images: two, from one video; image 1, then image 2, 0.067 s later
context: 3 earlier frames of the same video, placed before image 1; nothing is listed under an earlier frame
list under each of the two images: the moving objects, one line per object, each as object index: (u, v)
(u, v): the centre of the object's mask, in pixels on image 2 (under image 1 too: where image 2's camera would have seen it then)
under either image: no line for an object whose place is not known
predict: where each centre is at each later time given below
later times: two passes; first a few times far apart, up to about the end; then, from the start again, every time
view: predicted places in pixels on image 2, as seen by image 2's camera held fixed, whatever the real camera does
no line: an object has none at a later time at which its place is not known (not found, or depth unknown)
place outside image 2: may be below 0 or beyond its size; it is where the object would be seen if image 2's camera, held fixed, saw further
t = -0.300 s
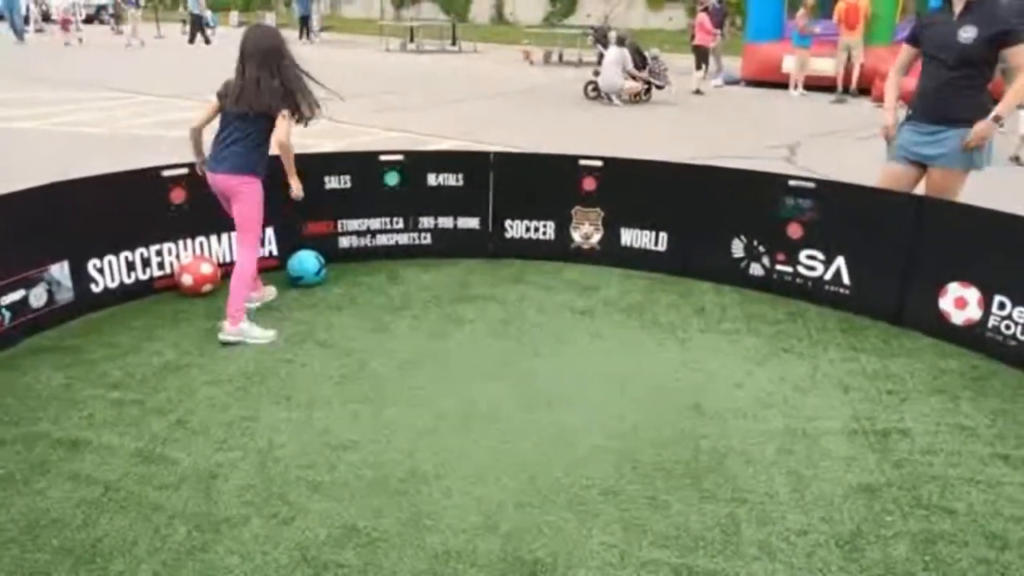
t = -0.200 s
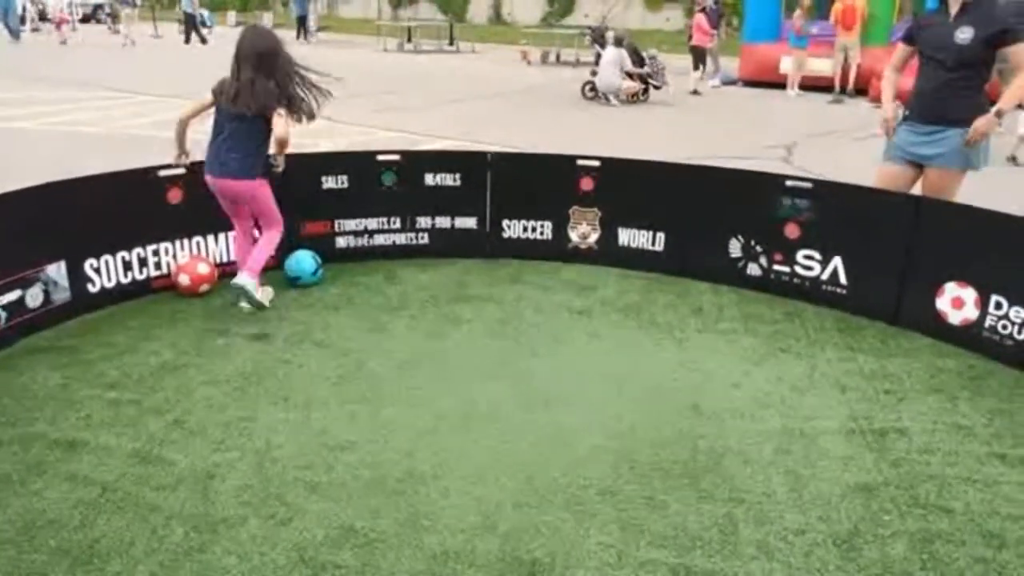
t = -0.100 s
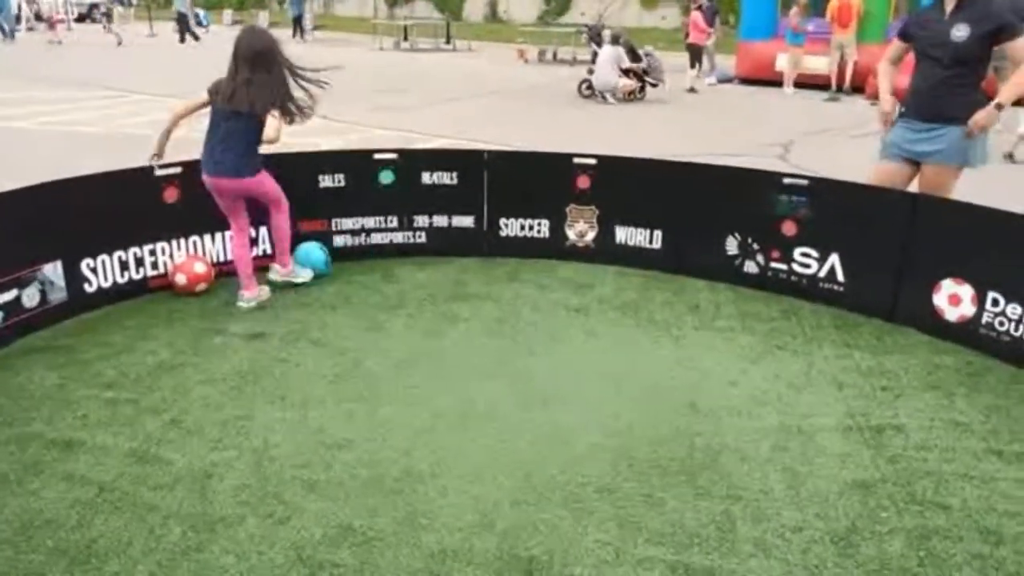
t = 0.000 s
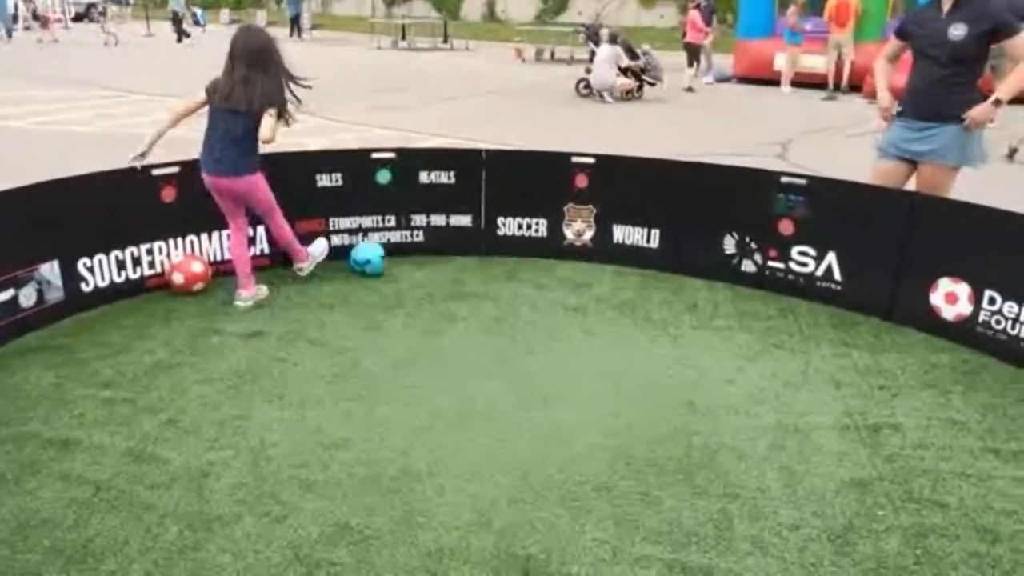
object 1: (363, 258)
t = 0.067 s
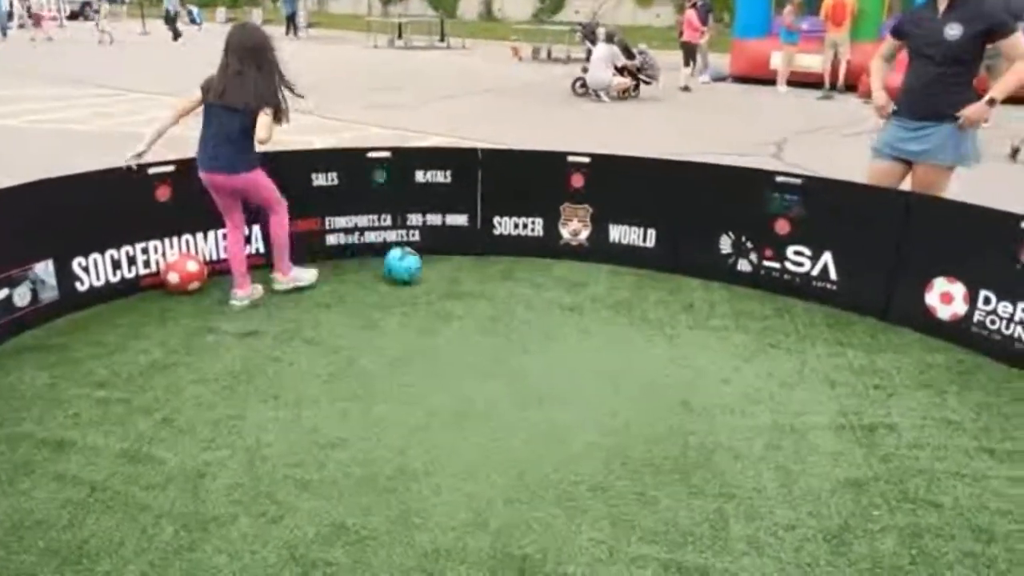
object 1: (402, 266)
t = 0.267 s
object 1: (500, 286)
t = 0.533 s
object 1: (616, 314)
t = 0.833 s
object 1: (757, 343)
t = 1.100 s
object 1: (896, 367)
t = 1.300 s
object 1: (1007, 387)
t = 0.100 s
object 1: (420, 269)
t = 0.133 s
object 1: (436, 272)
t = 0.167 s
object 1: (453, 275)
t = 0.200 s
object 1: (469, 280)
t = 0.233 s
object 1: (485, 283)
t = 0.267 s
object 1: (500, 286)
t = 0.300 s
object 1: (515, 290)
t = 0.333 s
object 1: (530, 294)
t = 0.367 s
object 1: (544, 297)
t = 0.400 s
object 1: (559, 301)
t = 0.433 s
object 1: (573, 303)
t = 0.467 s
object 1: (587, 306)
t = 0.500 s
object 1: (602, 310)
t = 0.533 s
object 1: (616, 314)
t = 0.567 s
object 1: (633, 316)
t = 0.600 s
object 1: (646, 320)
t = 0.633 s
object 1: (661, 323)
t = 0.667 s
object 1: (676, 326)
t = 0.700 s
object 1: (693, 330)
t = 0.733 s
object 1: (710, 333)
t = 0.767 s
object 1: (726, 335)
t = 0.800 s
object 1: (742, 339)
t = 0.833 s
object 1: (757, 343)
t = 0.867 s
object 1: (773, 346)
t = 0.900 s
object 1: (792, 349)
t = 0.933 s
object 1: (807, 351)
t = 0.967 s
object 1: (826, 355)
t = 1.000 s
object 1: (843, 359)
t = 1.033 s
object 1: (861, 362)
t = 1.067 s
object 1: (879, 364)
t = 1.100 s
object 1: (896, 367)
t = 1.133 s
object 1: (914, 370)
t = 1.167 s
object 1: (931, 372)
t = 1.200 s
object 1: (949, 375)
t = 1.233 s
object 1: (969, 380)
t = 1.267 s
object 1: (987, 383)
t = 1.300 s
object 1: (1007, 387)
